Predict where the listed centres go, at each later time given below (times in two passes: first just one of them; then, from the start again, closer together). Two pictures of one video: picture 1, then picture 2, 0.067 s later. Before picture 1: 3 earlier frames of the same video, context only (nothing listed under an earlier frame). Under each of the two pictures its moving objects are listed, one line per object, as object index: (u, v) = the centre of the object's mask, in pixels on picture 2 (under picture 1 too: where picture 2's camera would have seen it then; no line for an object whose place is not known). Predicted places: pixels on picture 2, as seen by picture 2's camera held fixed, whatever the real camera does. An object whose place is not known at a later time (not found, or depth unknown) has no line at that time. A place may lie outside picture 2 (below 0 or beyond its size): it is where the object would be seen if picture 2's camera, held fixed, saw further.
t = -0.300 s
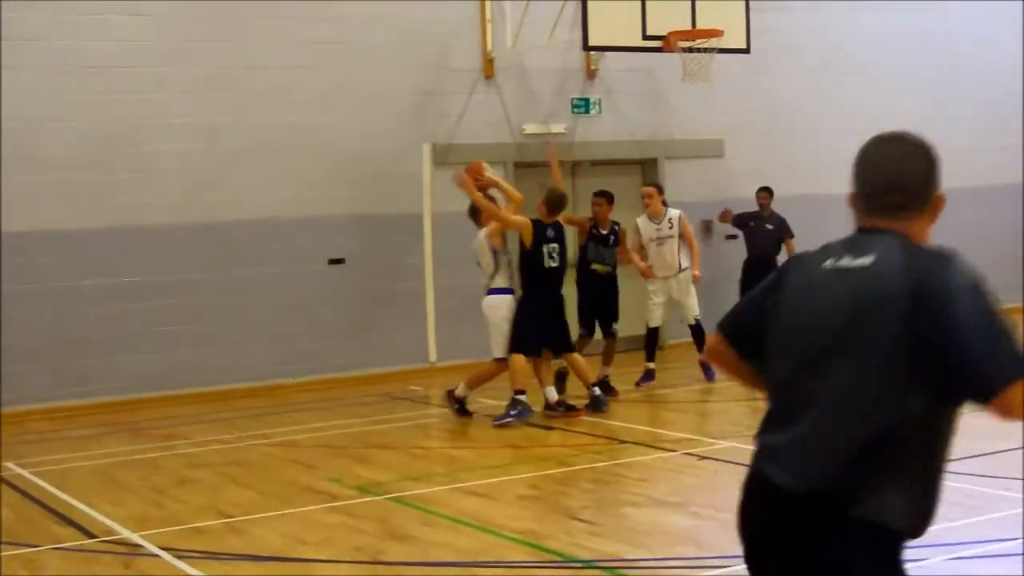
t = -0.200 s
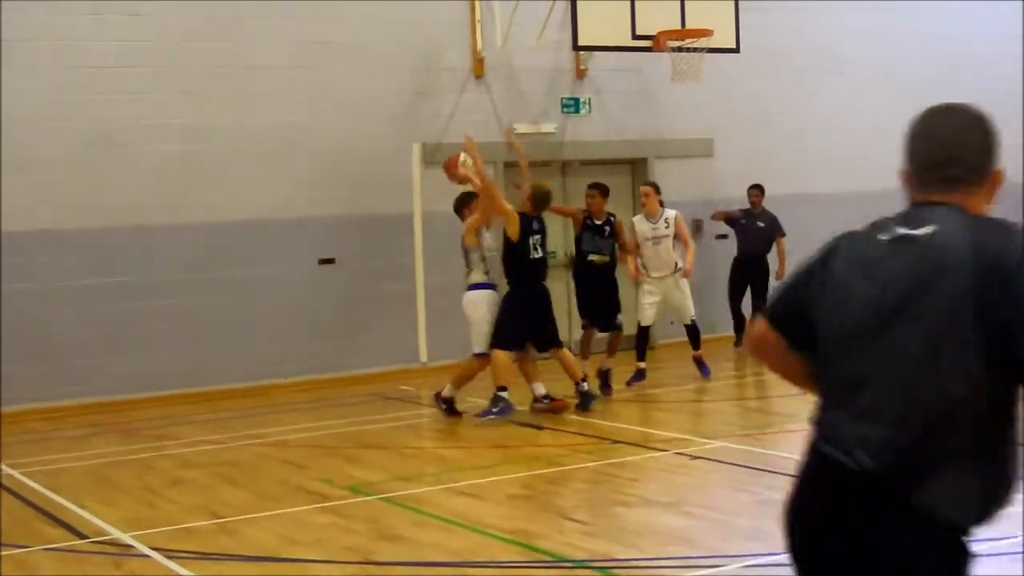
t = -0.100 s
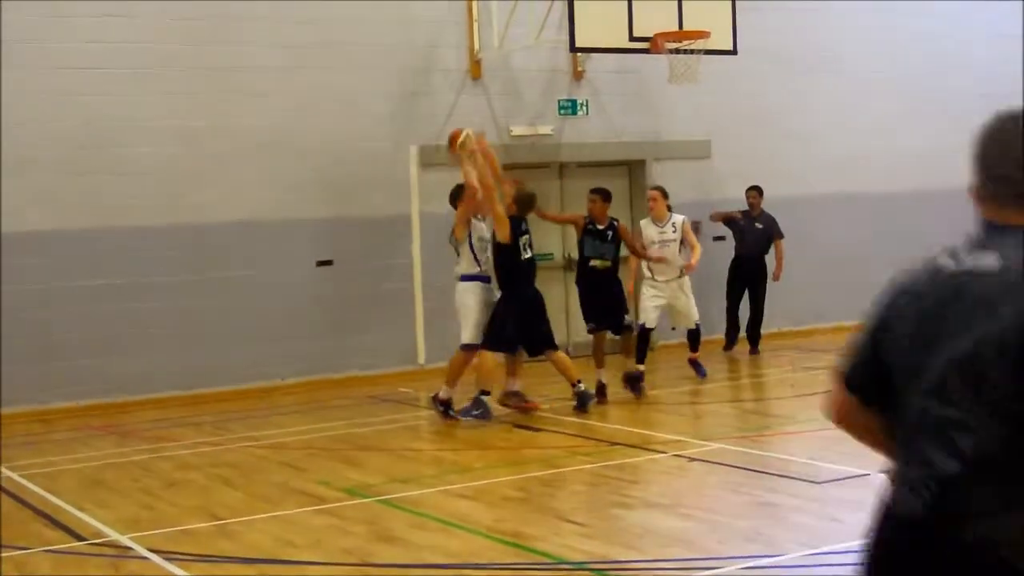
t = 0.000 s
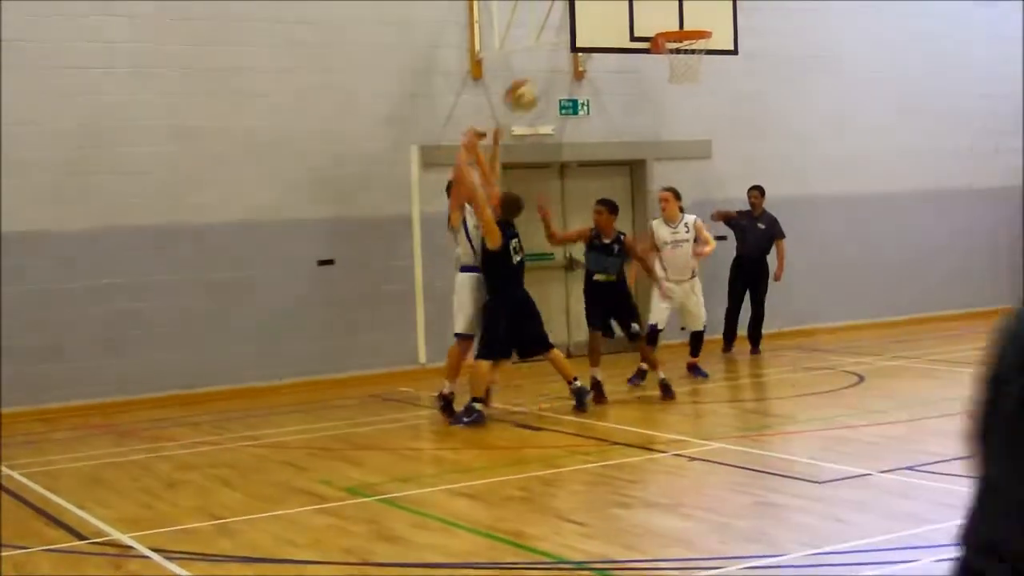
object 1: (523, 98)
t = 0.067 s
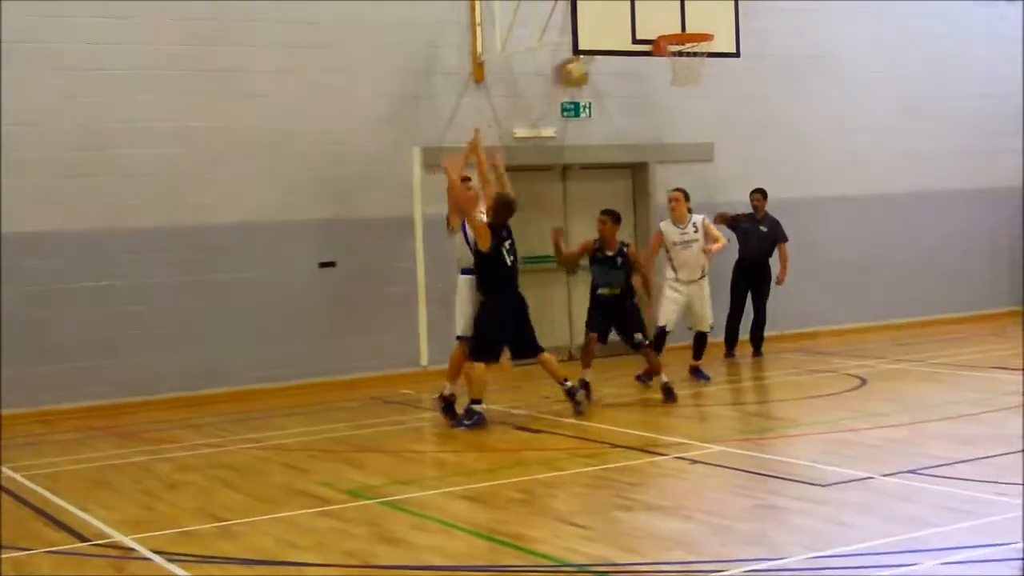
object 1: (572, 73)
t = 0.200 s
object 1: (676, 37)
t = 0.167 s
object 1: (649, 45)
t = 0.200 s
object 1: (676, 37)
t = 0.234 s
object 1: (702, 33)
